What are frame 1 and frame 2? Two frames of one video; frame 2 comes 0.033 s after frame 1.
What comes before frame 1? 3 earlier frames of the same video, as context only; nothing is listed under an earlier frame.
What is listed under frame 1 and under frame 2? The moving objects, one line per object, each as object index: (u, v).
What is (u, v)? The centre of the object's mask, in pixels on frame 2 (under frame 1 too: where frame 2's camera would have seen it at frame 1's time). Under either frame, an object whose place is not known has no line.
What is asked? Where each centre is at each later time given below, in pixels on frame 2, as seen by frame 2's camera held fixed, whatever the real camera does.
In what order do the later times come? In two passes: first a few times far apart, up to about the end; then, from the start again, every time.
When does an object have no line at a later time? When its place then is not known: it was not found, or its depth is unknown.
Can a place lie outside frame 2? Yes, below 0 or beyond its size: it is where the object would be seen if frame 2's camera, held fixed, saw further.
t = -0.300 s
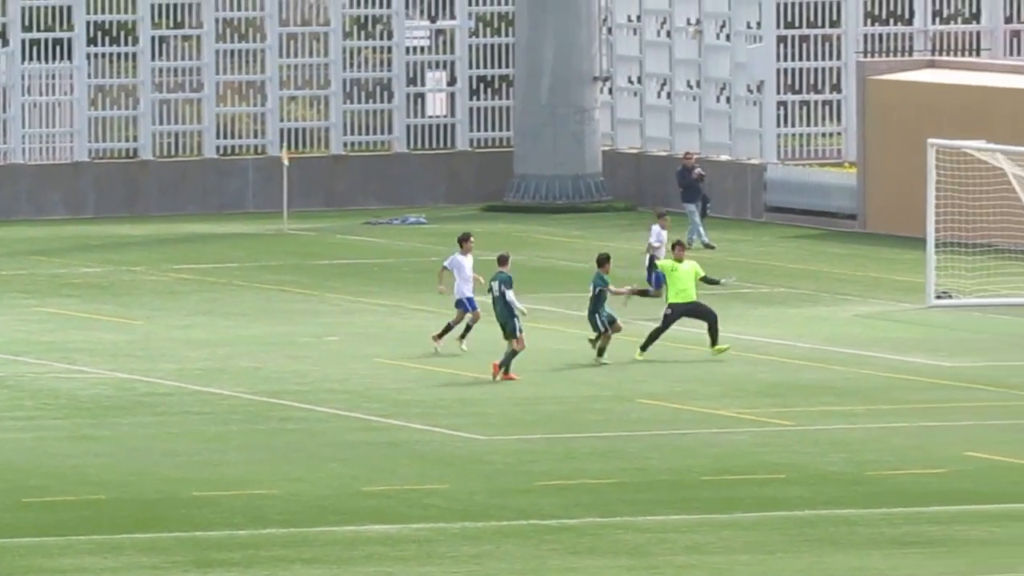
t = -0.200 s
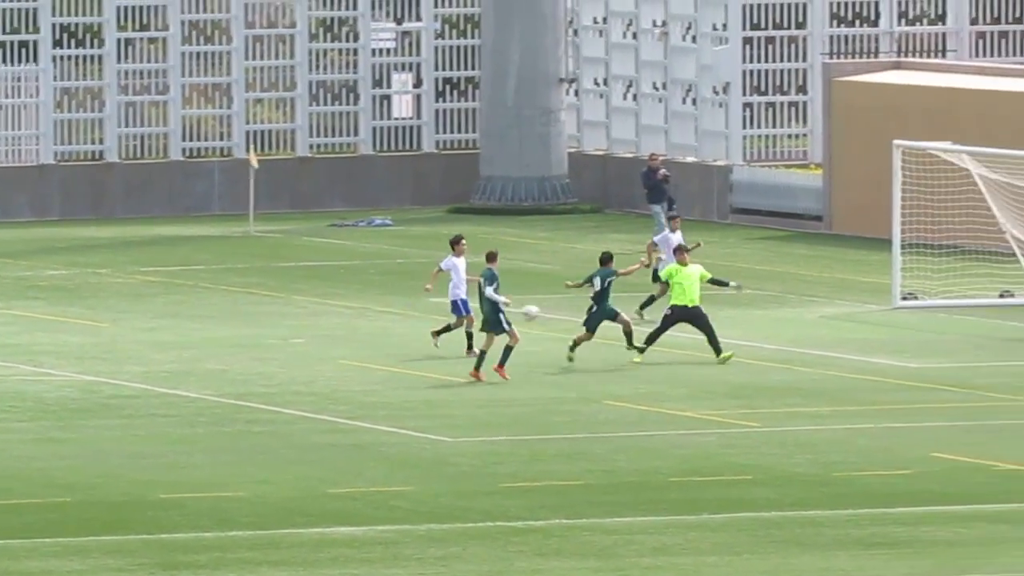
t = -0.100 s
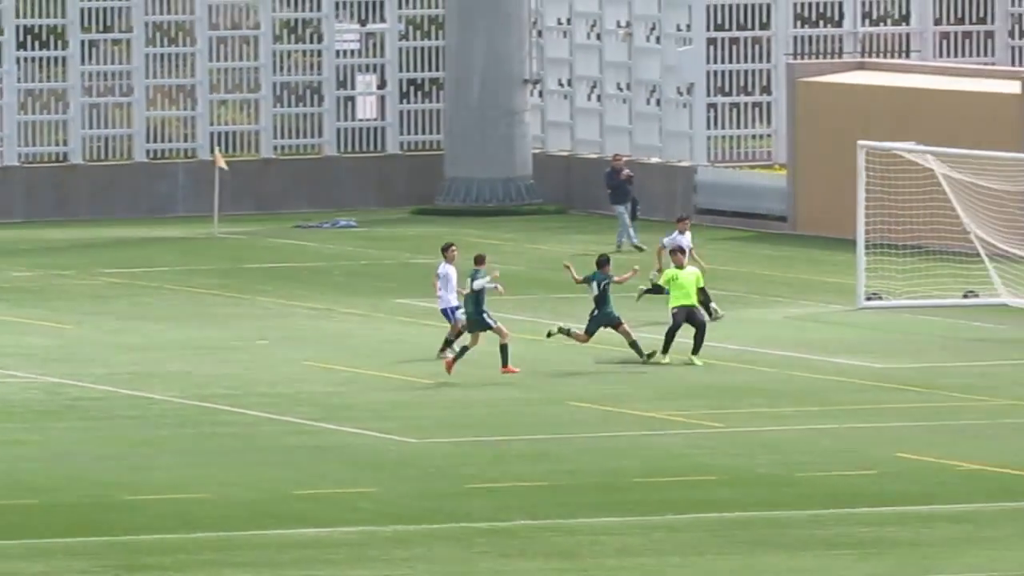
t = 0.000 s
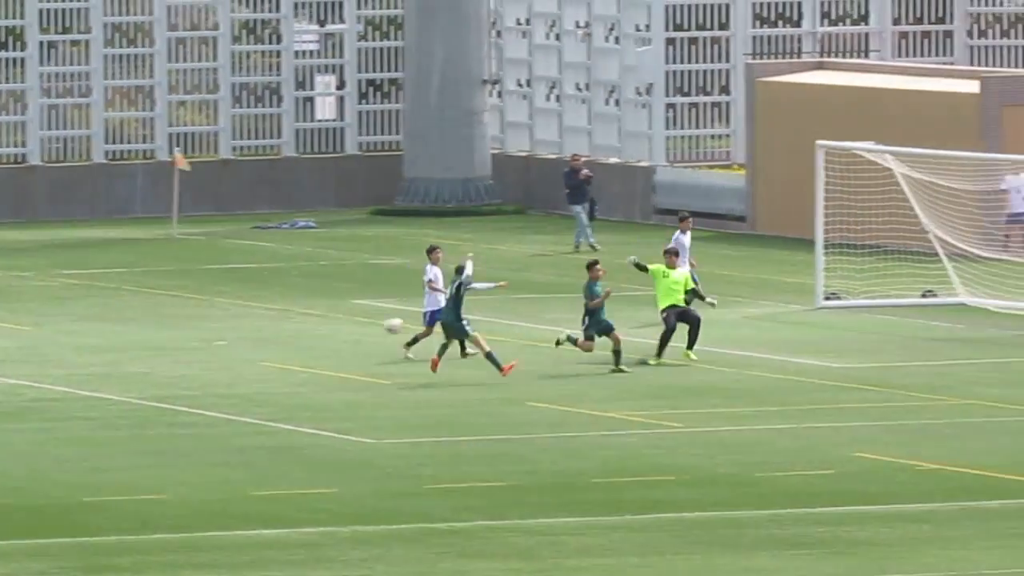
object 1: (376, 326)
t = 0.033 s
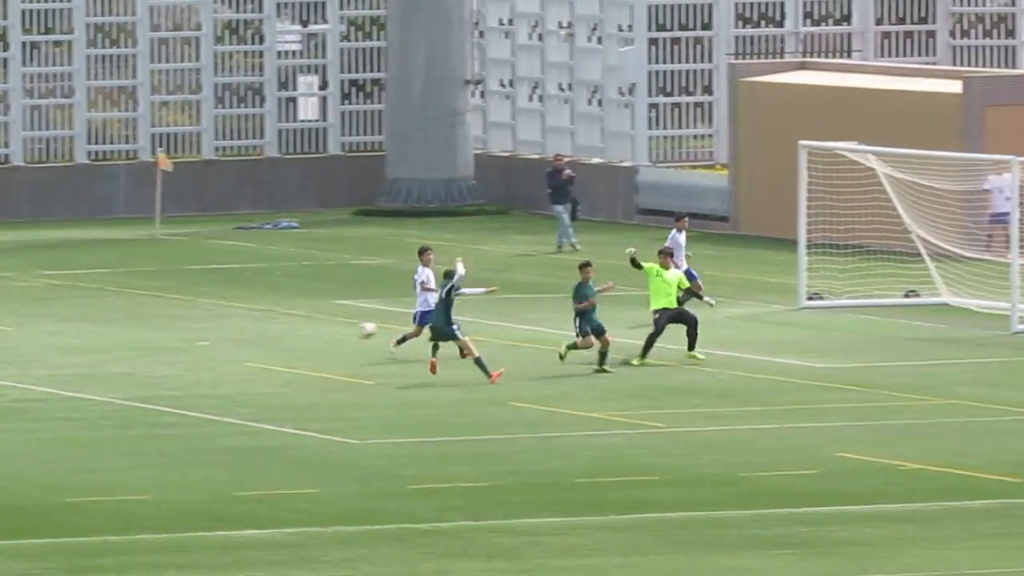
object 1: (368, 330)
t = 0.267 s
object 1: (306, 362)
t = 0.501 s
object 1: (279, 342)
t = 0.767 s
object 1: (249, 368)
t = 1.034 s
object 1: (220, 361)
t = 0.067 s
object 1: (357, 335)
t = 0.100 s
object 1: (347, 341)
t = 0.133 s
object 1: (337, 349)
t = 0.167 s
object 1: (327, 356)
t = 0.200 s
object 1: (317, 364)
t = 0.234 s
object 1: (310, 368)
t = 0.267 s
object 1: (306, 362)
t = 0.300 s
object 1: (301, 356)
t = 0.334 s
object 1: (298, 352)
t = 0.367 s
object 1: (294, 349)
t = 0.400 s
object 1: (291, 346)
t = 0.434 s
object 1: (287, 344)
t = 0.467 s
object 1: (283, 342)
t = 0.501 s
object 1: (279, 342)
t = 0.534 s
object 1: (275, 342)
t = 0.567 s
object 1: (271, 344)
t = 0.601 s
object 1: (267, 346)
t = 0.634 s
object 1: (264, 349)
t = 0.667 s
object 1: (260, 353)
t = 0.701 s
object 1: (256, 357)
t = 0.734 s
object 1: (252, 362)
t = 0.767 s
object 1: (249, 368)
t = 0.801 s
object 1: (245, 374)
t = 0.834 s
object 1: (241, 372)
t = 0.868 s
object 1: (237, 367)
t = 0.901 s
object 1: (234, 364)
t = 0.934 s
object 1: (230, 362)
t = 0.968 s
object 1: (227, 361)
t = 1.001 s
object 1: (223, 361)
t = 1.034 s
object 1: (220, 361)
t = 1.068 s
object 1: (216, 362)
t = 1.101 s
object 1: (213, 364)
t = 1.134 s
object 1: (208, 367)
